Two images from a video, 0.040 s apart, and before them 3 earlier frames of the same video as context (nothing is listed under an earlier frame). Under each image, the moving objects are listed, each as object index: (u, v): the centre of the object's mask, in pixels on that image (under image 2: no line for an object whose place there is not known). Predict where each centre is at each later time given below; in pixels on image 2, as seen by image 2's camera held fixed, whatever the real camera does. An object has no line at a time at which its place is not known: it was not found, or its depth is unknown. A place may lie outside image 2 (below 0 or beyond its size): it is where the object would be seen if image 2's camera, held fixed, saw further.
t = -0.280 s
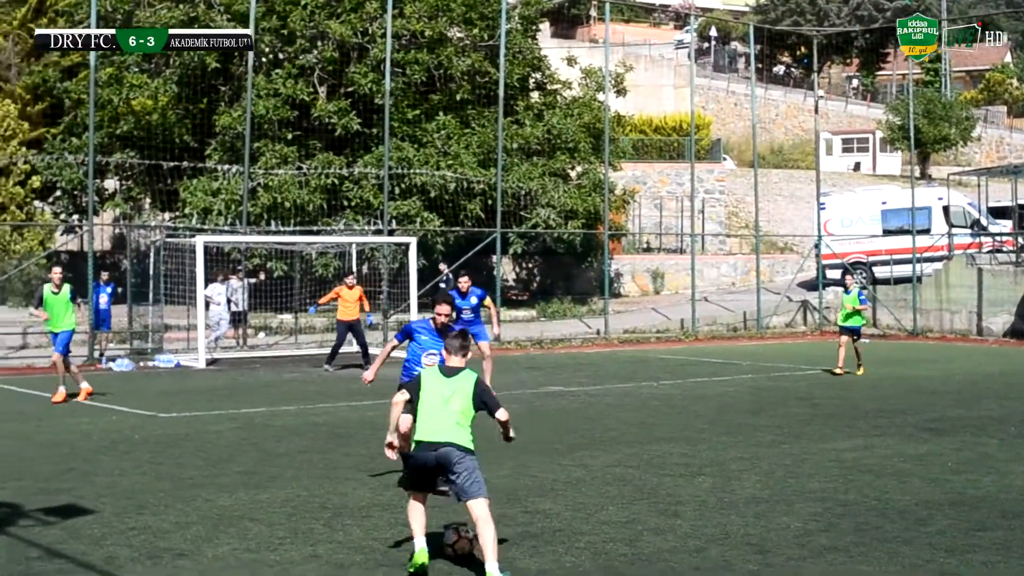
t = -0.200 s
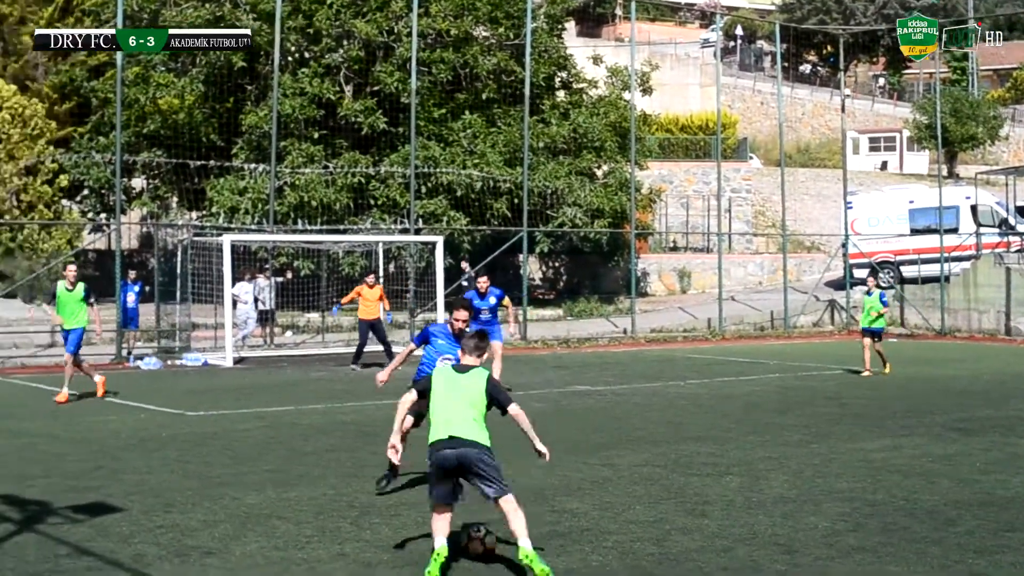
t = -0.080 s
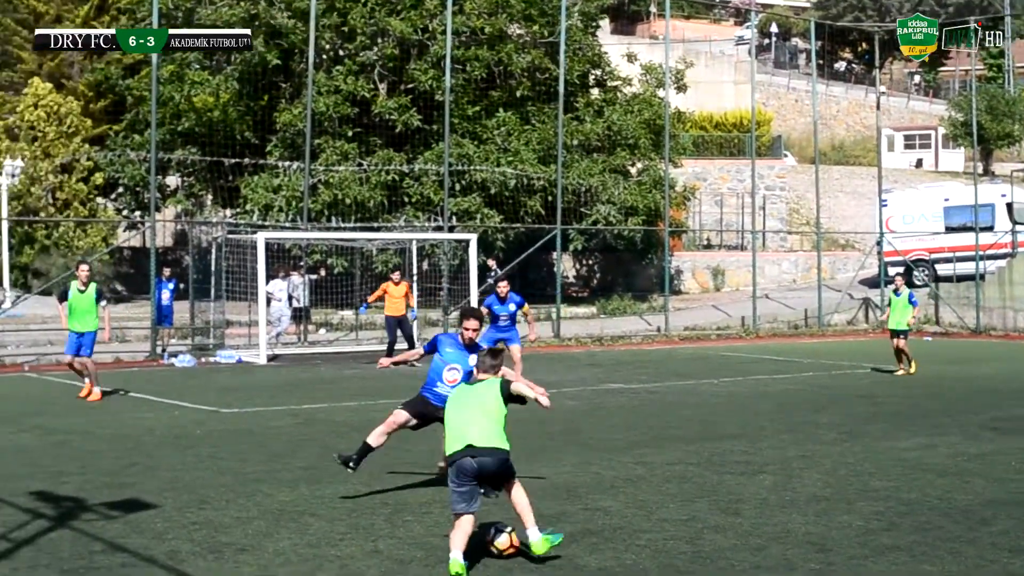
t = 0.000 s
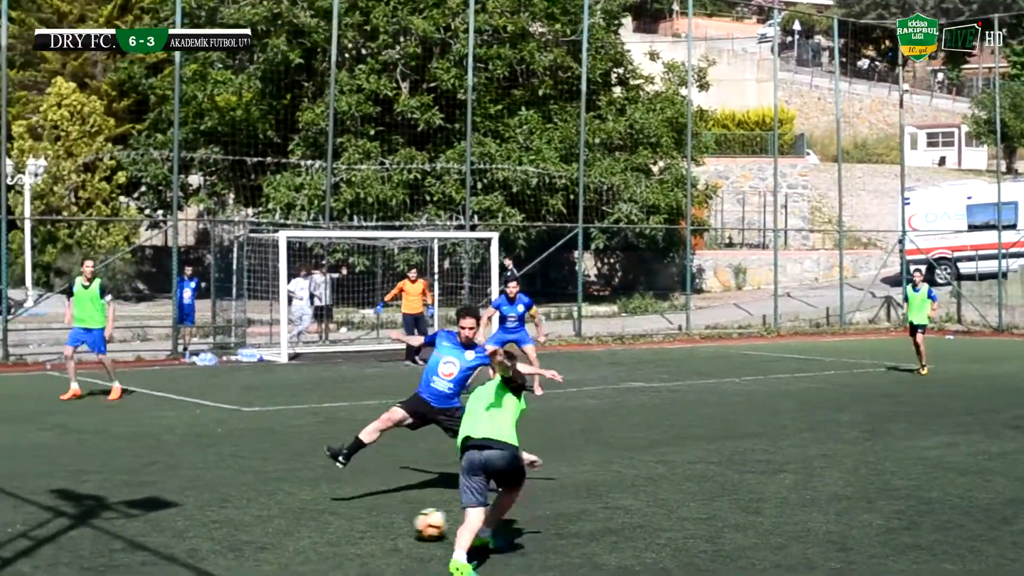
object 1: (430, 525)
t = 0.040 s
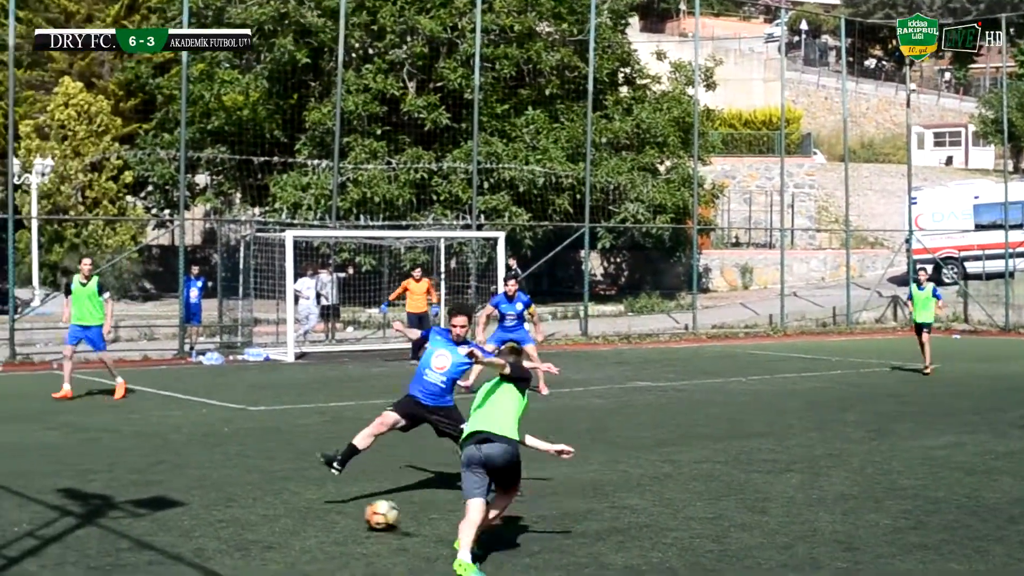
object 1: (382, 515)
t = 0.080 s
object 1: (330, 506)
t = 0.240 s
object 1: (163, 481)
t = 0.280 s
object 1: (132, 477)
